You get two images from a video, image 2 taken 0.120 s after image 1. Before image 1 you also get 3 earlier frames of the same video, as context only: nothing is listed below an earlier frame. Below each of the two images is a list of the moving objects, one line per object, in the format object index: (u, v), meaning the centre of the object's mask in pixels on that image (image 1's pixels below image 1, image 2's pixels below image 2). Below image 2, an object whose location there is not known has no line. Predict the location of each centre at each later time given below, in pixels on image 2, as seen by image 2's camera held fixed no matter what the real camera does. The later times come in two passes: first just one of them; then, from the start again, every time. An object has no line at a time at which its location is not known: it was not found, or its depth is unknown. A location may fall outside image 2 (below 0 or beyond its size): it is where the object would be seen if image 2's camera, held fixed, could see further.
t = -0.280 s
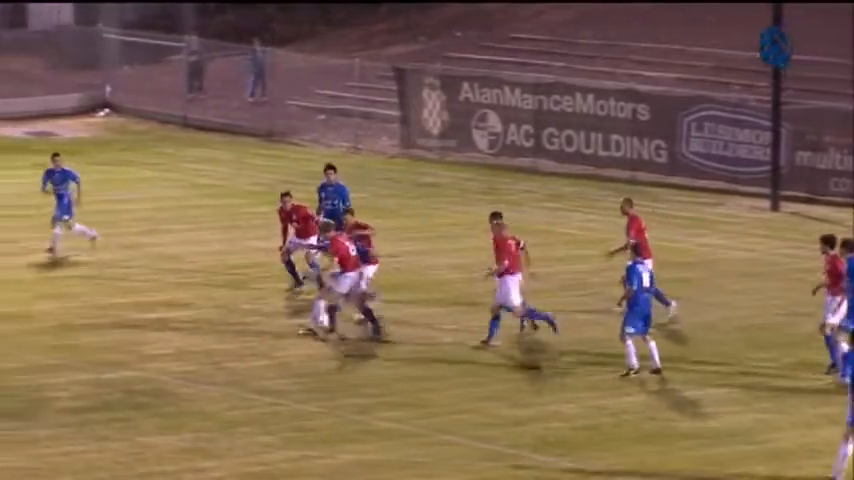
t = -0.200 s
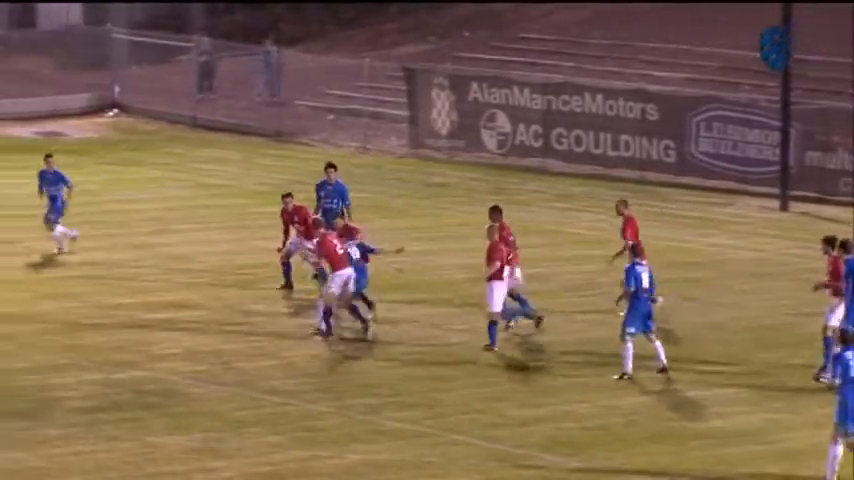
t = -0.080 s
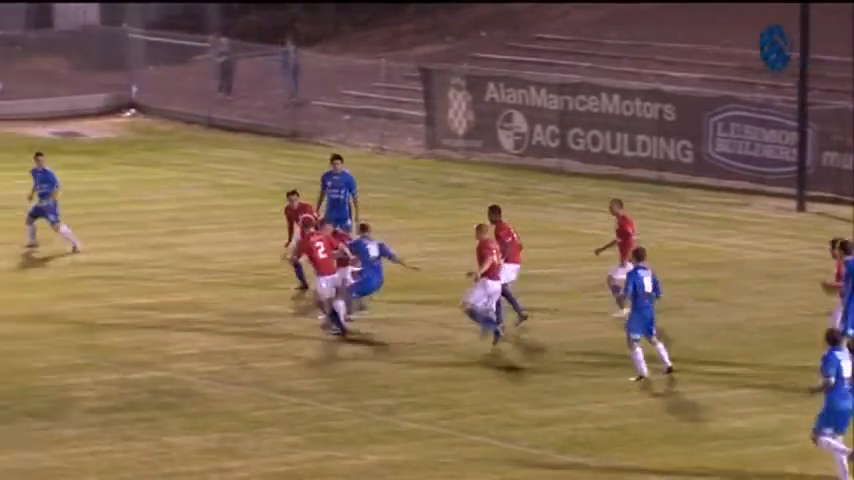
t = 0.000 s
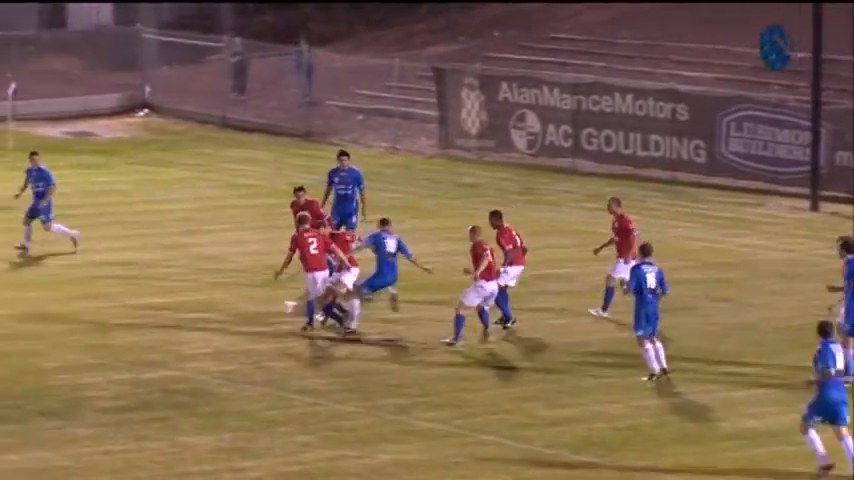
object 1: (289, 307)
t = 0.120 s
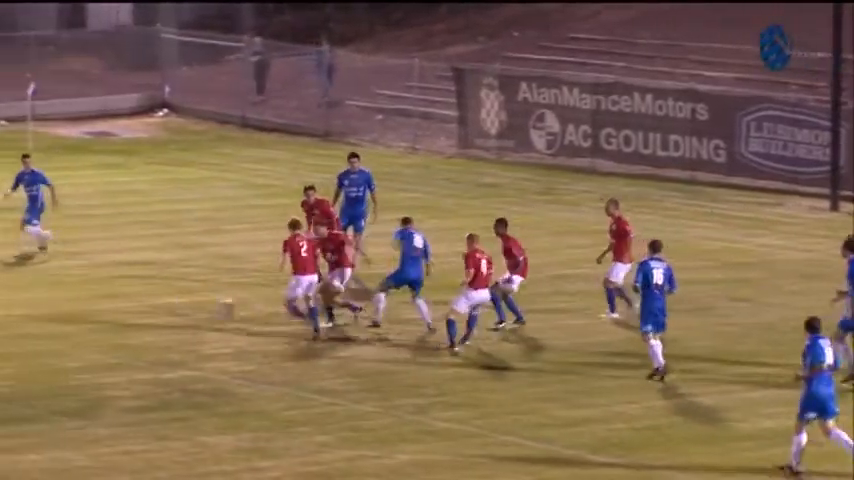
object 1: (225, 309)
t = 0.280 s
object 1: (117, 316)
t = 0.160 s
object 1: (198, 307)
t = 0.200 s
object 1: (170, 309)
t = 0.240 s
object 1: (145, 312)
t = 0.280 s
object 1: (117, 316)
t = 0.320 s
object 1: (89, 322)
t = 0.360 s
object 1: (66, 321)
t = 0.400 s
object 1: (48, 316)
